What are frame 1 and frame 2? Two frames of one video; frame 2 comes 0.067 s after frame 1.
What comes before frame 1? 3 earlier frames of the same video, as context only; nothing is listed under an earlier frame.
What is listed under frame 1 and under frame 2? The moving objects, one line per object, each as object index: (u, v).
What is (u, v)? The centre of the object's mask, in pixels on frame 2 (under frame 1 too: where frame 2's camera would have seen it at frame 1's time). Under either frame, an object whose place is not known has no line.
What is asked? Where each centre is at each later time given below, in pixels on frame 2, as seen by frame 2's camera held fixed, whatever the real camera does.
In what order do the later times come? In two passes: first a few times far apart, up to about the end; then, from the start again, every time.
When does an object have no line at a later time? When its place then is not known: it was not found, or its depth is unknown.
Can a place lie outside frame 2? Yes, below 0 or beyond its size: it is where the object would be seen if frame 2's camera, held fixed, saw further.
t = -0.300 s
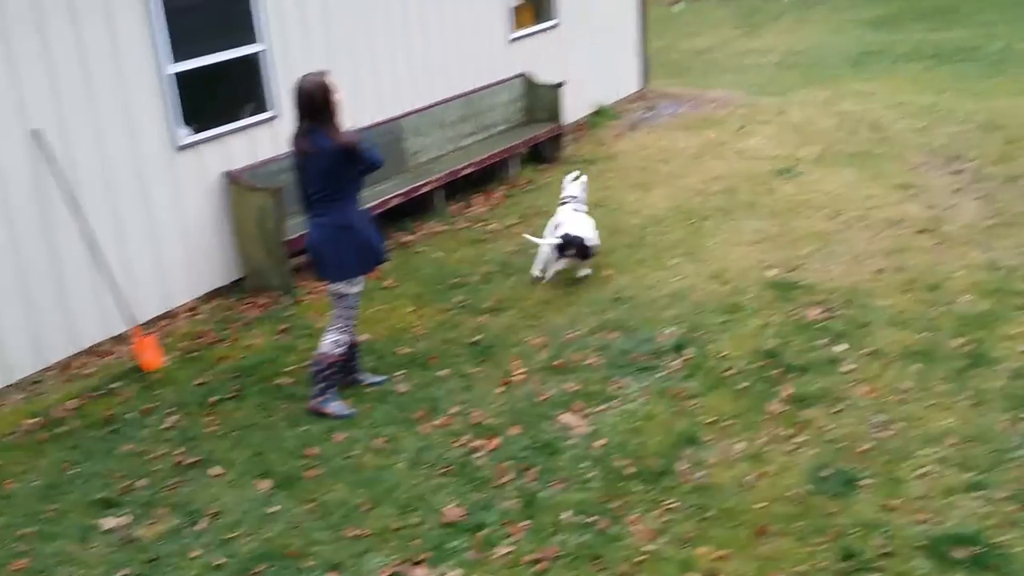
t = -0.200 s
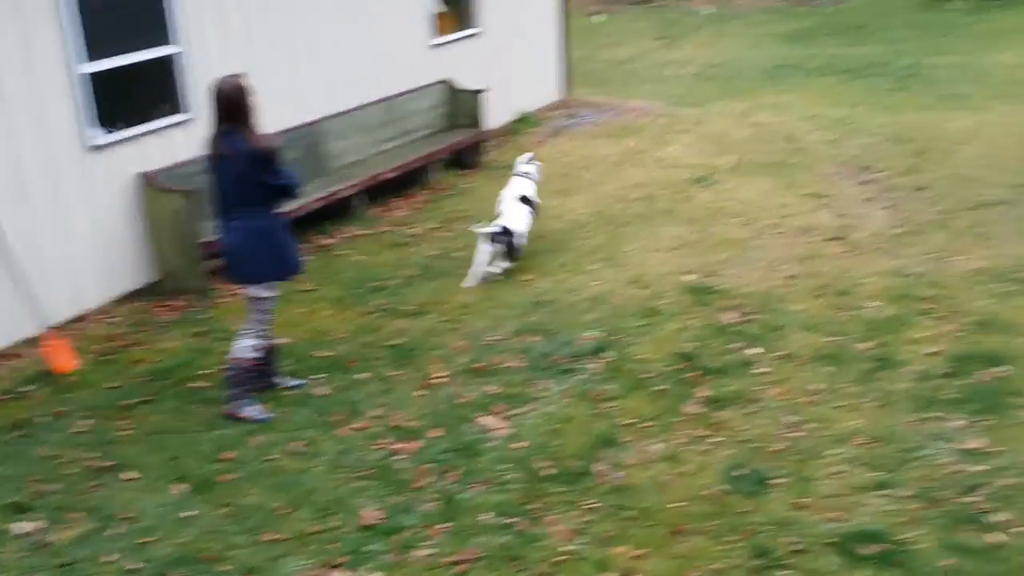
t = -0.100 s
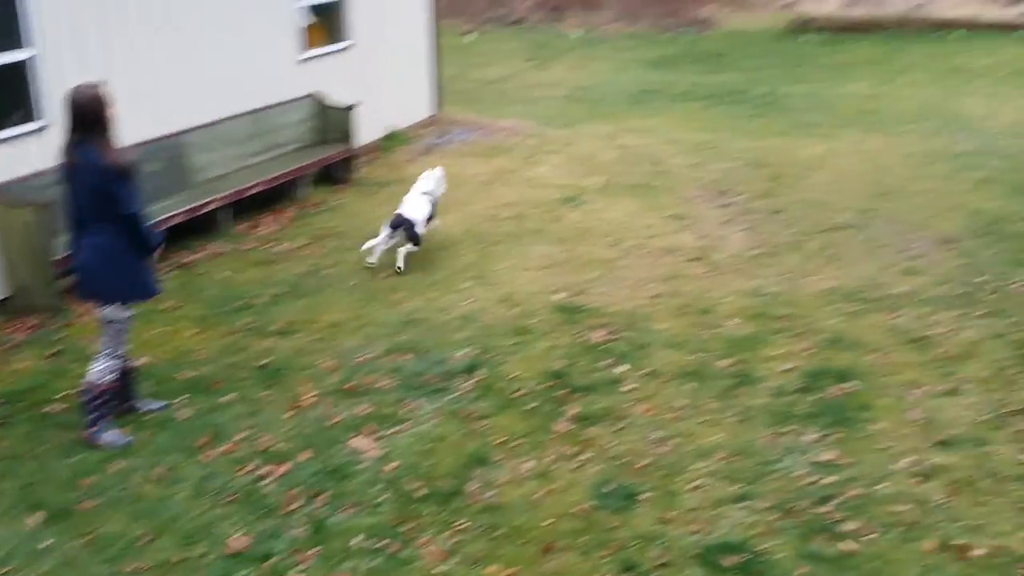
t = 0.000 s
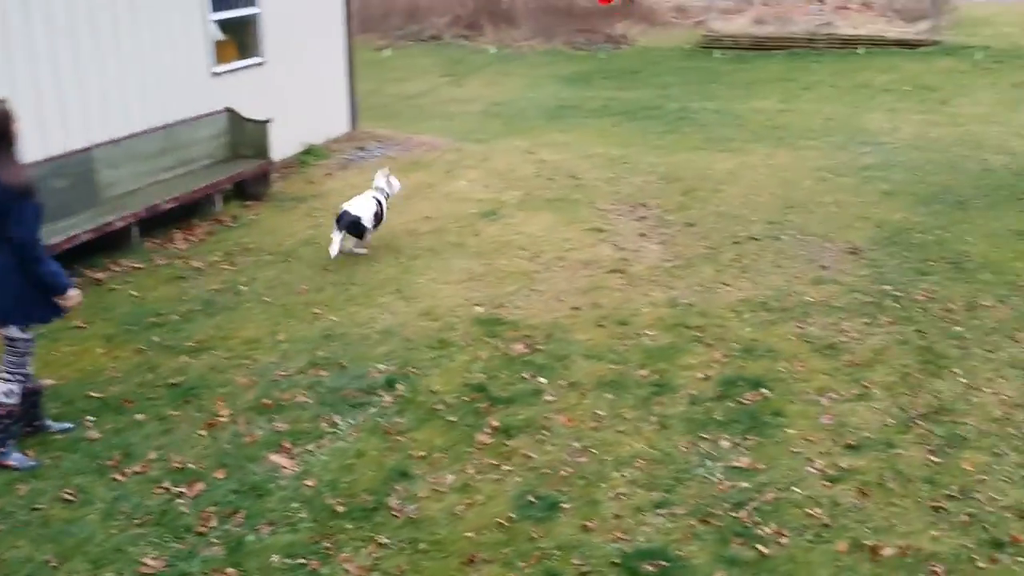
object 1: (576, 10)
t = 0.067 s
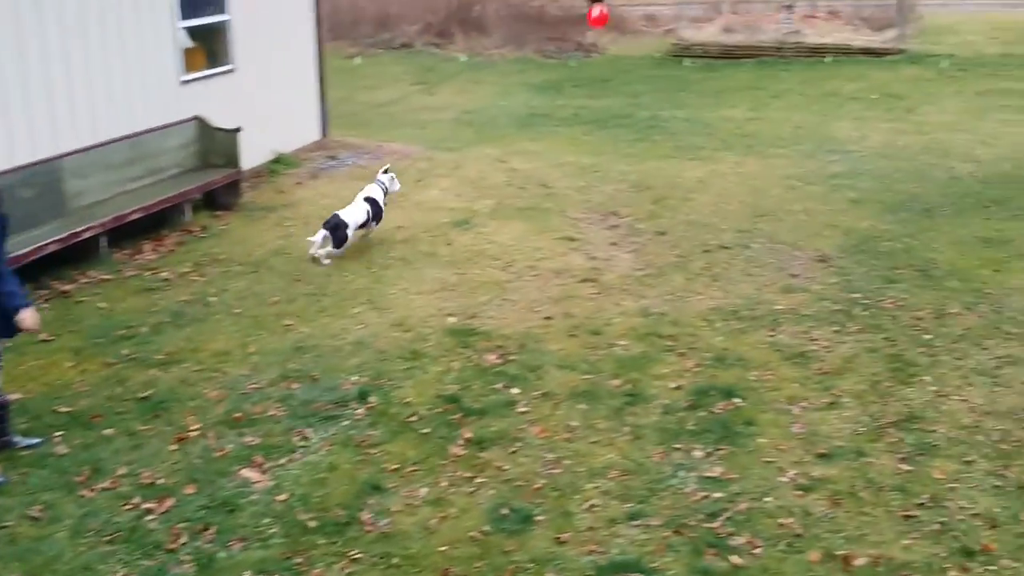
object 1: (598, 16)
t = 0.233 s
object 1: (645, 69)
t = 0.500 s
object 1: (695, 168)
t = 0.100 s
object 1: (608, 25)
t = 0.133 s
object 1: (618, 35)
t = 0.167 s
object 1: (628, 46)
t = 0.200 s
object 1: (637, 58)
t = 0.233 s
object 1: (645, 69)
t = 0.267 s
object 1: (652, 82)
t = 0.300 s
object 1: (659, 96)
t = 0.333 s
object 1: (666, 110)
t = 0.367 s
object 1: (673, 125)
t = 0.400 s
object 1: (679, 140)
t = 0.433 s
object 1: (685, 155)
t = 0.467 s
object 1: (691, 170)
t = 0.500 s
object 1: (695, 168)
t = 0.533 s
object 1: (700, 162)
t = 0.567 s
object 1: (706, 158)
